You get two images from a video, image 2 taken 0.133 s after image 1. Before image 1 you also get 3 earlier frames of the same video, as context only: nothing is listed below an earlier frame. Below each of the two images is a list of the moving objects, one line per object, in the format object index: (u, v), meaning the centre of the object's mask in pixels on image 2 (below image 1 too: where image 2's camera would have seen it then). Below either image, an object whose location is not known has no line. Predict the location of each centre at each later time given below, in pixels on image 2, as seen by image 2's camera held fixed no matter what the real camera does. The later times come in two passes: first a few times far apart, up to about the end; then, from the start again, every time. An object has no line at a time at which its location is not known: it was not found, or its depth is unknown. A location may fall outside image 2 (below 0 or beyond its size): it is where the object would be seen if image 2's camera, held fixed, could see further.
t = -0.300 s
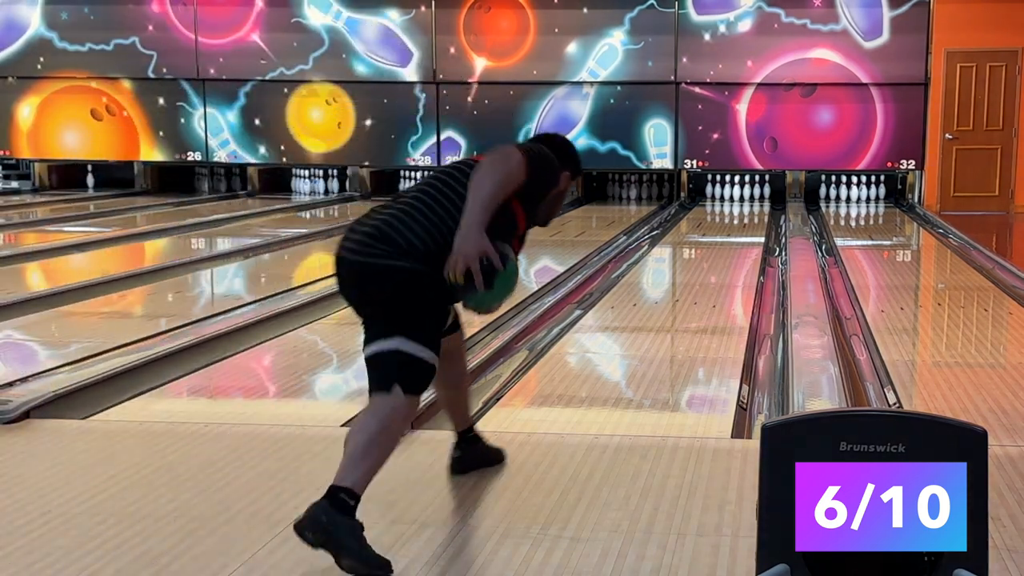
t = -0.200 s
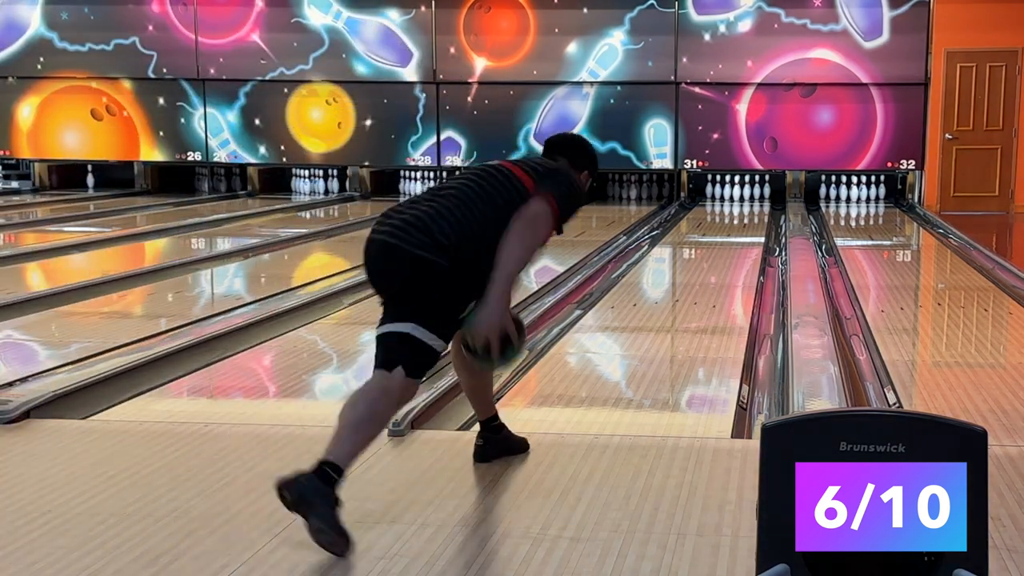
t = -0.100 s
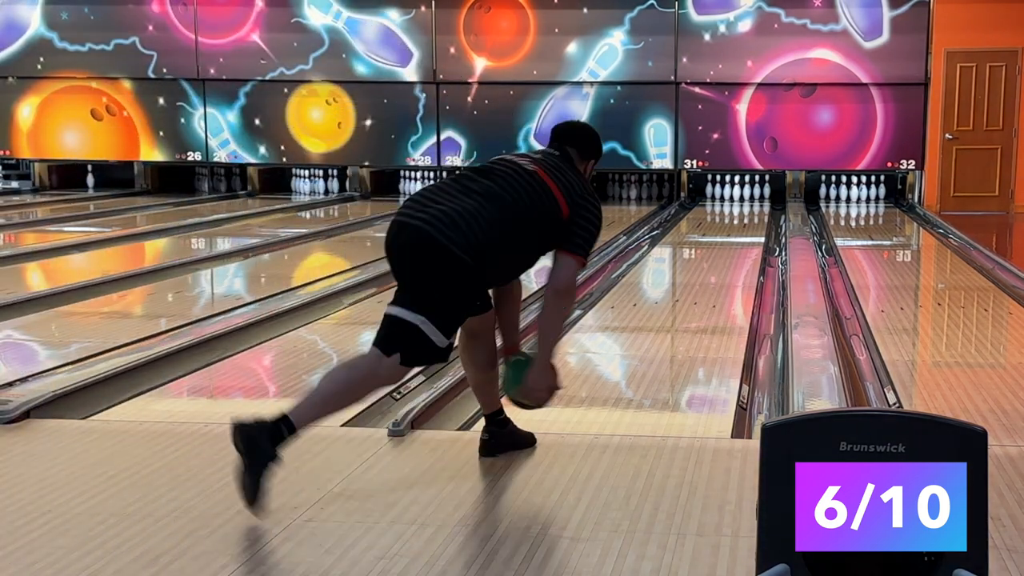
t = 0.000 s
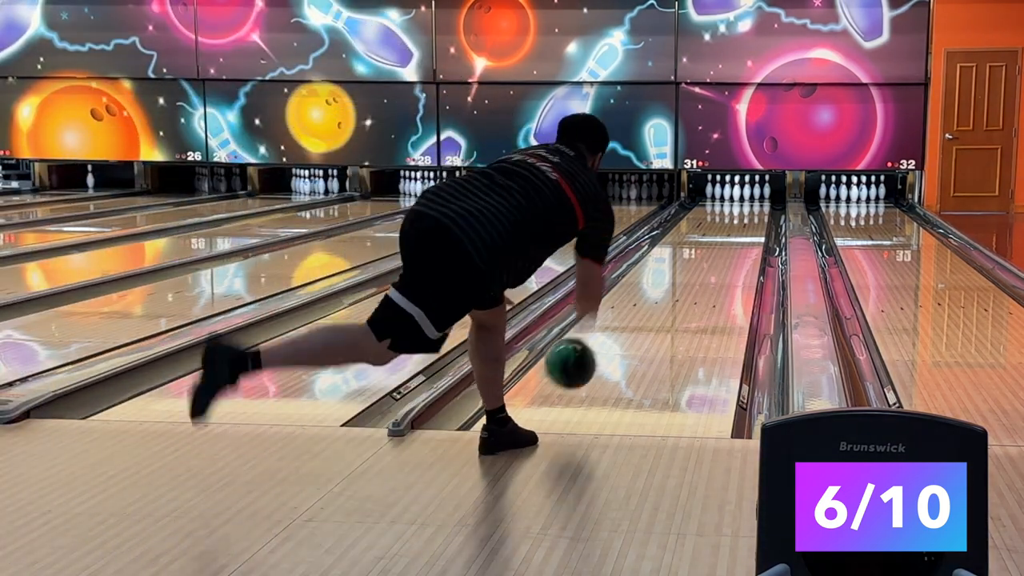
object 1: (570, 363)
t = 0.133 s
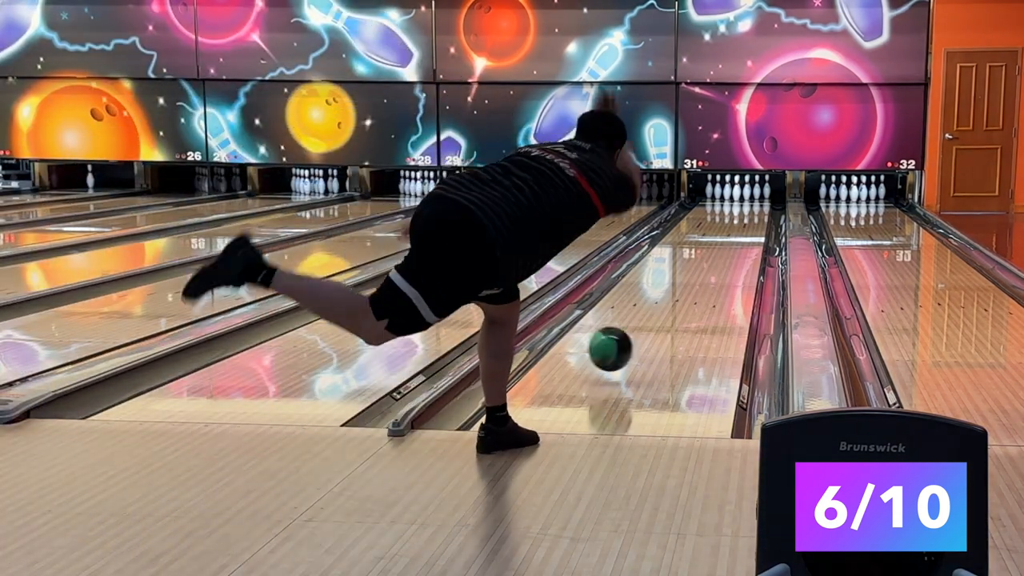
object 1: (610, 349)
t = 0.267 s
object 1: (640, 332)
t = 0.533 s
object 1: (690, 290)
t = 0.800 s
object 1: (711, 266)
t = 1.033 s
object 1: (729, 248)
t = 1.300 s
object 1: (744, 233)
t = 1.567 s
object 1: (753, 221)
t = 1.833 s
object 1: (758, 211)
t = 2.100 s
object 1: (756, 203)
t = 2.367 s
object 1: (748, 197)
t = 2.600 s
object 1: (746, 194)
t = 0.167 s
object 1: (618, 351)
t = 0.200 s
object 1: (626, 344)
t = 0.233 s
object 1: (634, 337)
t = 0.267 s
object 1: (640, 332)
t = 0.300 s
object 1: (647, 327)
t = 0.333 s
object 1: (653, 321)
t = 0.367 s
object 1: (659, 316)
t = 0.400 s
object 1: (664, 311)
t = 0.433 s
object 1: (669, 306)
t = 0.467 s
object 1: (674, 302)
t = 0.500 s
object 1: (676, 299)
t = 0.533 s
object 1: (690, 290)
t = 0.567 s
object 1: (687, 289)
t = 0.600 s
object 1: (692, 286)
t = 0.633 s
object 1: (695, 282)
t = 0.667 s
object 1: (699, 279)
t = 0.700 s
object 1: (702, 275)
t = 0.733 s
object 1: (705, 272)
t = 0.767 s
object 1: (708, 269)
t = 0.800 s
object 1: (711, 266)
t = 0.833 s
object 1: (715, 263)
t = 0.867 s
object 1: (717, 261)
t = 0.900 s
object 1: (720, 258)
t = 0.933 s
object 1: (722, 256)
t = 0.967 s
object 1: (724, 253)
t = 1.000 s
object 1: (727, 251)
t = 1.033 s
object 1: (729, 248)
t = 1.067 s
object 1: (731, 246)
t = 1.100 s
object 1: (733, 244)
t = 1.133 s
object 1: (735, 242)
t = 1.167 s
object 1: (737, 240)
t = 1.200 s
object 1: (739, 238)
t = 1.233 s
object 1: (741, 236)
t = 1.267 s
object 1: (742, 235)
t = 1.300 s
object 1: (744, 233)
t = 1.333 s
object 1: (745, 231)
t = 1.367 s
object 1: (748, 229)
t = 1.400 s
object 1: (748, 228)
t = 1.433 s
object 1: (750, 226)
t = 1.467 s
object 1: (751, 225)
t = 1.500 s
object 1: (752, 223)
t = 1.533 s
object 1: (753, 222)
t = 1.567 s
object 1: (753, 221)
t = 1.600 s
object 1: (754, 219)
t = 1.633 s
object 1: (759, 218)
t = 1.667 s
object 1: (756, 217)
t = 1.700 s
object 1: (757, 216)
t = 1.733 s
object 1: (757, 215)
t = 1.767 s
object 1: (757, 213)
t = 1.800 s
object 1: (758, 212)
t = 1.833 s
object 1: (758, 211)
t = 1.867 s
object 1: (758, 210)
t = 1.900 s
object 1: (758, 209)
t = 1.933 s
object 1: (758, 208)
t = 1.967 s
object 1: (758, 207)
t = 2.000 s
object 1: (757, 206)
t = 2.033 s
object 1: (757, 205)
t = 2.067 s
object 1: (756, 204)
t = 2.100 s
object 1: (756, 203)
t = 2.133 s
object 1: (756, 202)
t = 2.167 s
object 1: (754, 202)
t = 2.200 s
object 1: (754, 200)
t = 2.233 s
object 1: (753, 200)
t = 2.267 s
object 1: (752, 199)
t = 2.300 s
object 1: (751, 199)
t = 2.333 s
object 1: (750, 198)
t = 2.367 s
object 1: (748, 197)
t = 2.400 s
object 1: (747, 197)
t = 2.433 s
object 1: (747, 196)
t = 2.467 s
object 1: (746, 195)
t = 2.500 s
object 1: (745, 195)
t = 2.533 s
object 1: (744, 194)
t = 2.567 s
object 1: (746, 194)
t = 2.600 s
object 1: (746, 194)
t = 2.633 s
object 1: (747, 193)
